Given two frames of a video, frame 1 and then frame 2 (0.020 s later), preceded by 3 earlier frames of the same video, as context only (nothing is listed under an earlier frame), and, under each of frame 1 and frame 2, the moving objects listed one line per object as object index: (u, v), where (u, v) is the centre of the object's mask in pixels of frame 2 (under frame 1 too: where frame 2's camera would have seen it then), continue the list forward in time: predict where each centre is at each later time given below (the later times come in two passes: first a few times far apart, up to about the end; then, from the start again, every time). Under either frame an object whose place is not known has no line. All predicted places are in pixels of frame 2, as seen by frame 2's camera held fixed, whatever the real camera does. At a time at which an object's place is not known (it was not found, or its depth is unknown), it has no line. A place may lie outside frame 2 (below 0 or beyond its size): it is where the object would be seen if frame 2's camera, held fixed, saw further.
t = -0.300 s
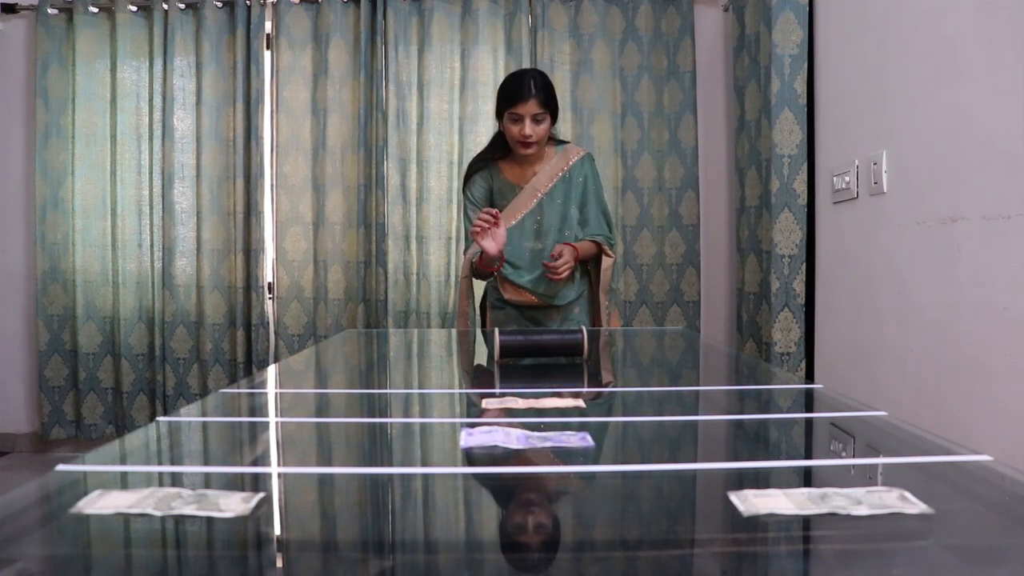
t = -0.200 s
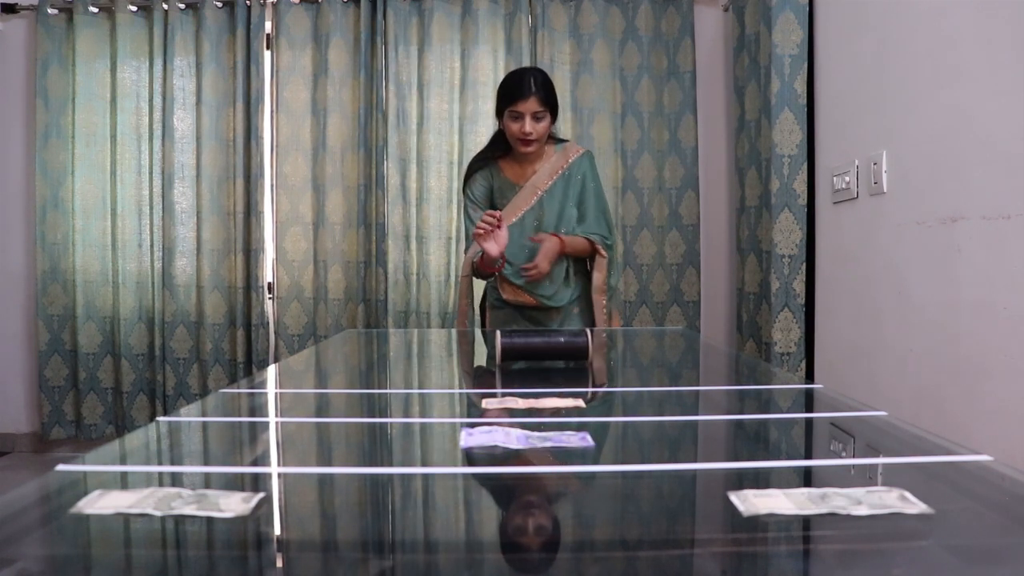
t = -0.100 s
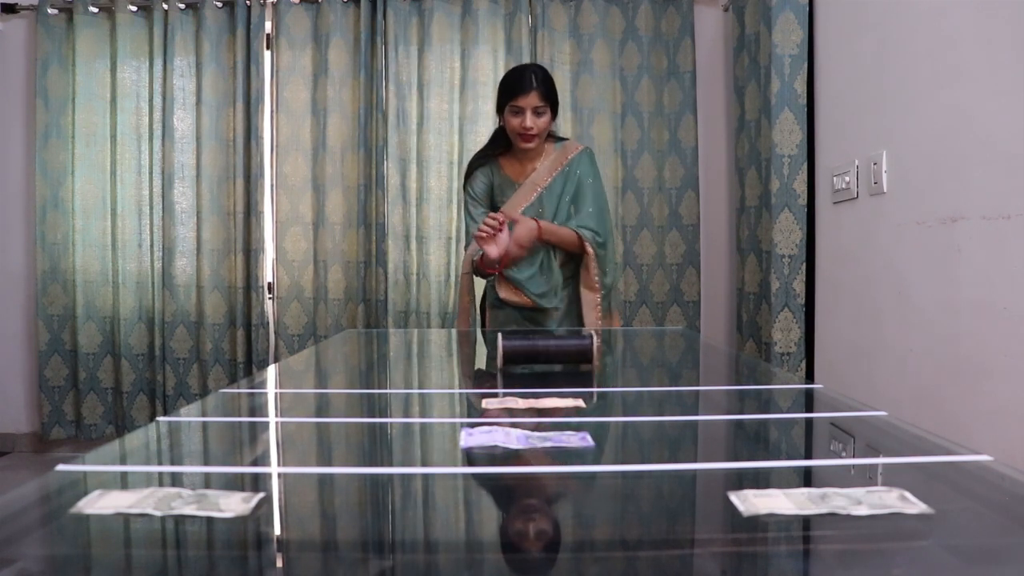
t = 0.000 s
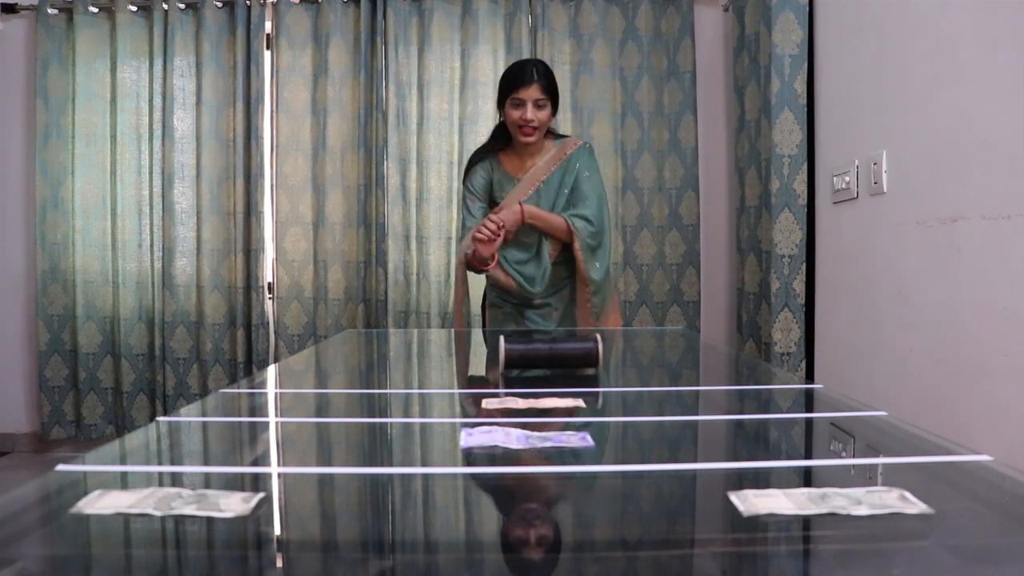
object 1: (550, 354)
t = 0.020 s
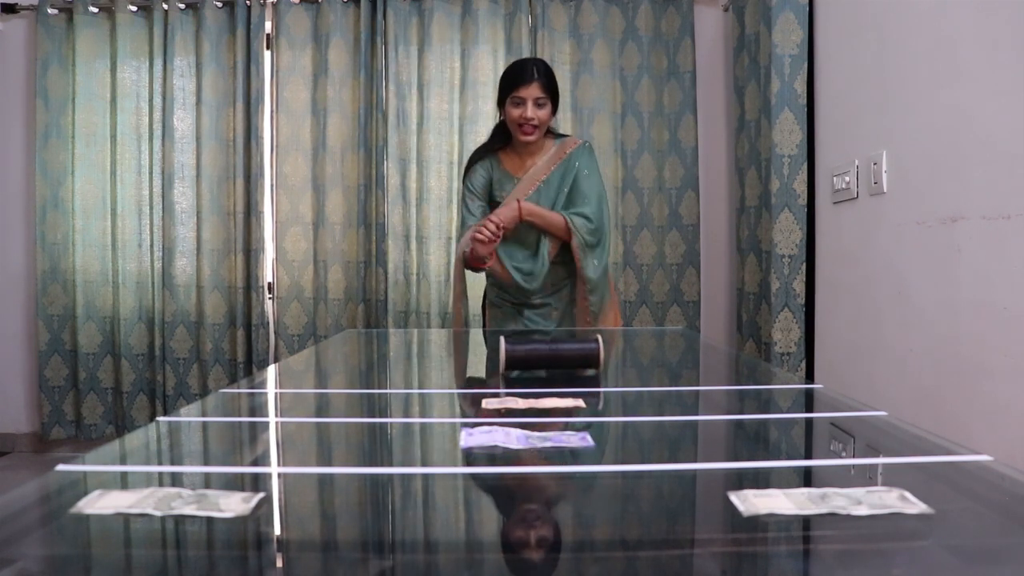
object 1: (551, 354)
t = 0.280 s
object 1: (559, 364)
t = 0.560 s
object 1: (571, 377)
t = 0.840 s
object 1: (586, 392)
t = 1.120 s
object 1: (602, 407)
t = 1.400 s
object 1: (619, 428)
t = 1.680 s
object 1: (639, 451)
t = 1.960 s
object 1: (664, 482)
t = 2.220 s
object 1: (691, 514)
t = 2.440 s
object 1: (727, 541)
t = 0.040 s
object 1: (551, 355)
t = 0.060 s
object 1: (553, 355)
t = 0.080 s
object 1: (553, 356)
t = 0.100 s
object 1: (553, 356)
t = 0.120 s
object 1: (554, 358)
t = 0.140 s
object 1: (554, 358)
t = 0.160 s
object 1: (554, 359)
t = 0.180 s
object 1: (555, 360)
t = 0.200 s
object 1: (557, 361)
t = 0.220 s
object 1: (558, 362)
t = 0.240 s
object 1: (558, 362)
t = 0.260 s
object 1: (559, 363)
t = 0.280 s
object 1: (559, 364)
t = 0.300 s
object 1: (561, 365)
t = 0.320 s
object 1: (561, 365)
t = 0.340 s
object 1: (563, 367)
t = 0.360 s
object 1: (563, 368)
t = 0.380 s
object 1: (564, 369)
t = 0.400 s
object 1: (565, 370)
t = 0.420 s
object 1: (567, 370)
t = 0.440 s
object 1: (568, 371)
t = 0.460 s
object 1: (569, 372)
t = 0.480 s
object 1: (569, 374)
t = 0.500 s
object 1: (570, 374)
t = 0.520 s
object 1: (571, 375)
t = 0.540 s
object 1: (571, 376)
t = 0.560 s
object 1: (571, 377)
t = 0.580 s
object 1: (573, 378)
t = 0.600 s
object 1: (574, 379)
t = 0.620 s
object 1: (575, 379)
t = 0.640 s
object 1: (576, 380)
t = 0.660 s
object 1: (577, 381)
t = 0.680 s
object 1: (578, 382)
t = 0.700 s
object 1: (579, 383)
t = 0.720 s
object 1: (580, 385)
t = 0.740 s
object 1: (581, 385)
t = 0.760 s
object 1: (582, 387)
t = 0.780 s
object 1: (583, 387)
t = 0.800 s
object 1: (584, 389)
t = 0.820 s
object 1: (585, 390)
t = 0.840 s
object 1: (586, 392)
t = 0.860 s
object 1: (588, 393)
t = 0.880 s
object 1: (589, 396)
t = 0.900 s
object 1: (590, 396)
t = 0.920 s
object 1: (591, 397)
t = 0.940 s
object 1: (591, 397)
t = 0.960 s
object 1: (593, 398)
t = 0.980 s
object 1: (594, 399)
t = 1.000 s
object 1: (595, 400)
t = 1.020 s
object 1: (596, 402)
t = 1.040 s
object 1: (597, 403)
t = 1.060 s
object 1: (598, 404)
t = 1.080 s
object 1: (599, 405)
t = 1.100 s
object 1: (600, 406)
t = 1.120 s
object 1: (602, 407)
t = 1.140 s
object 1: (602, 409)
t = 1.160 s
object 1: (603, 412)
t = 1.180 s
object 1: (605, 412)
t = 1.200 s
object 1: (606, 413)
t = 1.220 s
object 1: (606, 414)
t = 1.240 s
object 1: (608, 415)
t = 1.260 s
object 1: (609, 416)
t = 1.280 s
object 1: (611, 417)
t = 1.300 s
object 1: (612, 419)
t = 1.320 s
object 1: (613, 420)
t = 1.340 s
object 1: (615, 423)
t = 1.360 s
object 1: (616, 425)
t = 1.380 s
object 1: (617, 427)
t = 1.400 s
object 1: (619, 428)
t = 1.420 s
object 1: (620, 430)
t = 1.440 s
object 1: (623, 433)
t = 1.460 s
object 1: (624, 434)
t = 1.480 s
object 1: (625, 435)
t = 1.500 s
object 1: (626, 437)
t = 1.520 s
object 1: (627, 438)
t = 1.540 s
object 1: (627, 439)
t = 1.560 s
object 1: (630, 441)
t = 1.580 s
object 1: (632, 443)
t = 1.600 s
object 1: (633, 444)
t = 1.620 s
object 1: (635, 447)
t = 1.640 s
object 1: (636, 448)
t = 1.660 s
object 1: (638, 450)
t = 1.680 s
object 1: (639, 451)
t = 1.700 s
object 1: (641, 453)
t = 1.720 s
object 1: (643, 454)
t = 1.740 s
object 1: (645, 456)
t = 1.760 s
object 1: (647, 458)
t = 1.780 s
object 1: (649, 461)
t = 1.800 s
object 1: (651, 463)
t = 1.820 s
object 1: (652, 465)
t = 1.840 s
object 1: (654, 468)
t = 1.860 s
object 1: (656, 470)
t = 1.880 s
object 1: (658, 473)
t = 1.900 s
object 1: (660, 475)
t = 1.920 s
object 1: (662, 478)
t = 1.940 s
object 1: (663, 480)
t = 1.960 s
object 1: (664, 482)
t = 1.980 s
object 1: (666, 484)
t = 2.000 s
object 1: (667, 487)
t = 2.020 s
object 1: (670, 489)
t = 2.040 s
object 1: (672, 491)
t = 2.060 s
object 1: (674, 494)
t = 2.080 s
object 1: (677, 497)
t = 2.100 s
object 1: (678, 499)
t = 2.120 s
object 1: (680, 502)
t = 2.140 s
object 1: (682, 505)
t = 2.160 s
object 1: (685, 508)
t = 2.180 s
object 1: (687, 510)
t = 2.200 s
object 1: (689, 511)
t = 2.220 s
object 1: (691, 514)
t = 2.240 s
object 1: (694, 516)
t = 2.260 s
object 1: (698, 519)
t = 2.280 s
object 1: (700, 523)
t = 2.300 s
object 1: (702, 526)
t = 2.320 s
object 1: (704, 529)
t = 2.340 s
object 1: (708, 532)
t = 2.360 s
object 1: (712, 534)
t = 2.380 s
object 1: (717, 535)
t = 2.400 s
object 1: (719, 537)
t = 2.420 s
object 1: (723, 538)
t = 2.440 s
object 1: (727, 541)
